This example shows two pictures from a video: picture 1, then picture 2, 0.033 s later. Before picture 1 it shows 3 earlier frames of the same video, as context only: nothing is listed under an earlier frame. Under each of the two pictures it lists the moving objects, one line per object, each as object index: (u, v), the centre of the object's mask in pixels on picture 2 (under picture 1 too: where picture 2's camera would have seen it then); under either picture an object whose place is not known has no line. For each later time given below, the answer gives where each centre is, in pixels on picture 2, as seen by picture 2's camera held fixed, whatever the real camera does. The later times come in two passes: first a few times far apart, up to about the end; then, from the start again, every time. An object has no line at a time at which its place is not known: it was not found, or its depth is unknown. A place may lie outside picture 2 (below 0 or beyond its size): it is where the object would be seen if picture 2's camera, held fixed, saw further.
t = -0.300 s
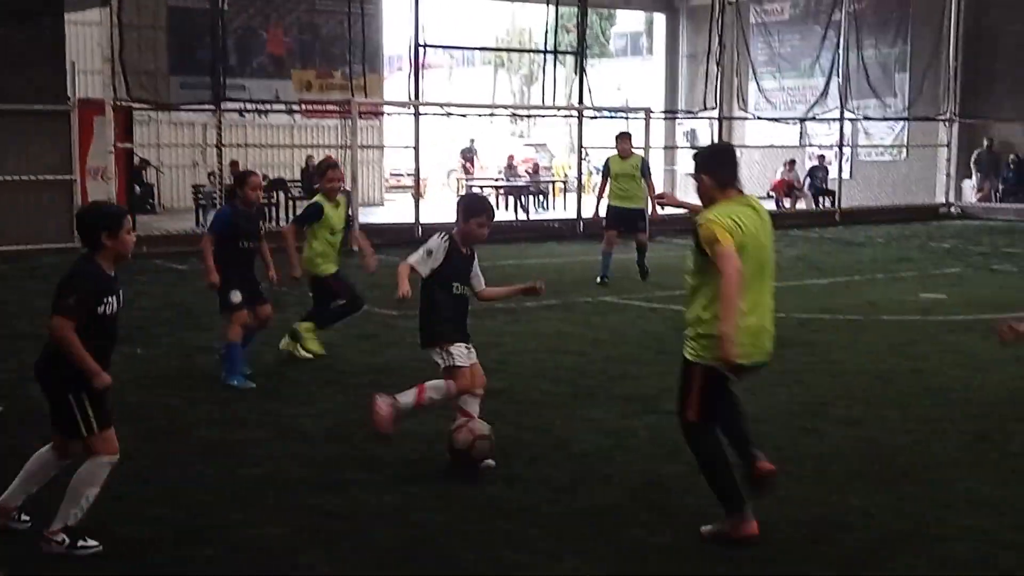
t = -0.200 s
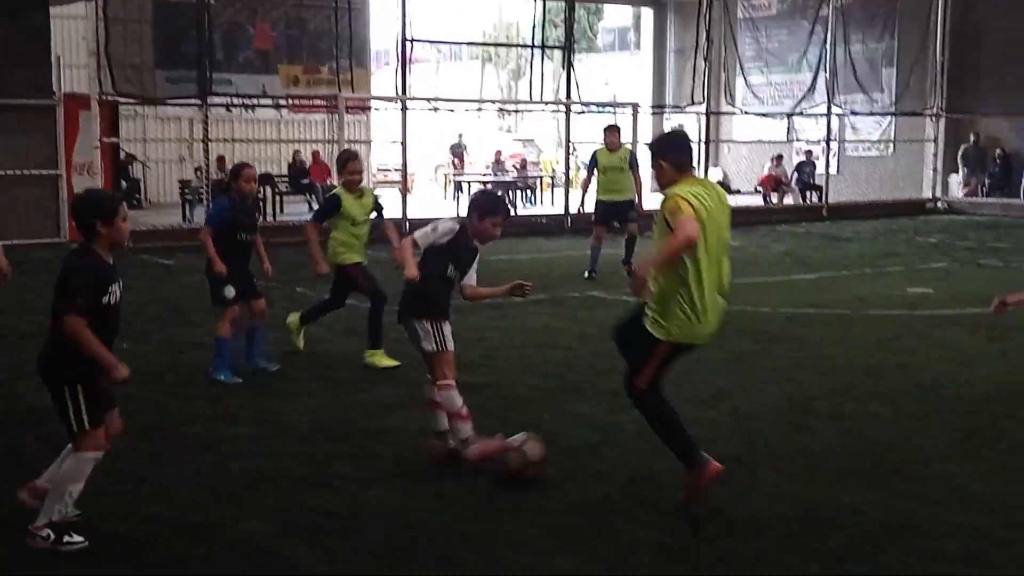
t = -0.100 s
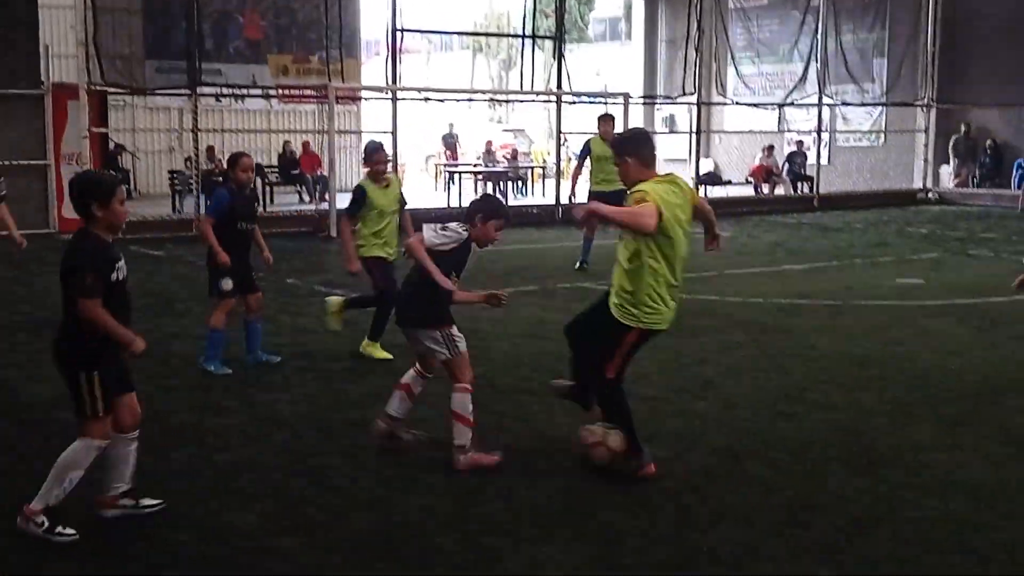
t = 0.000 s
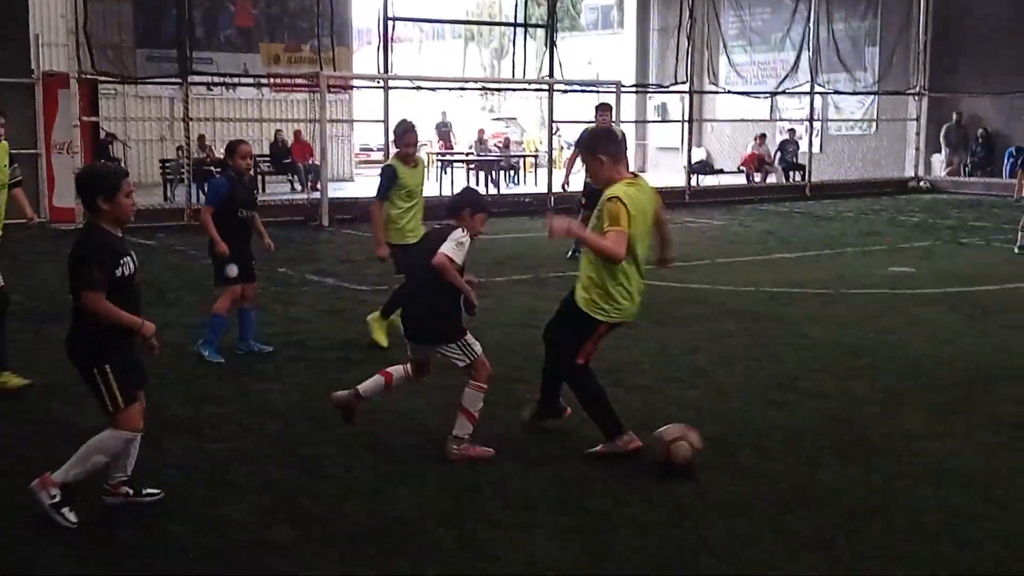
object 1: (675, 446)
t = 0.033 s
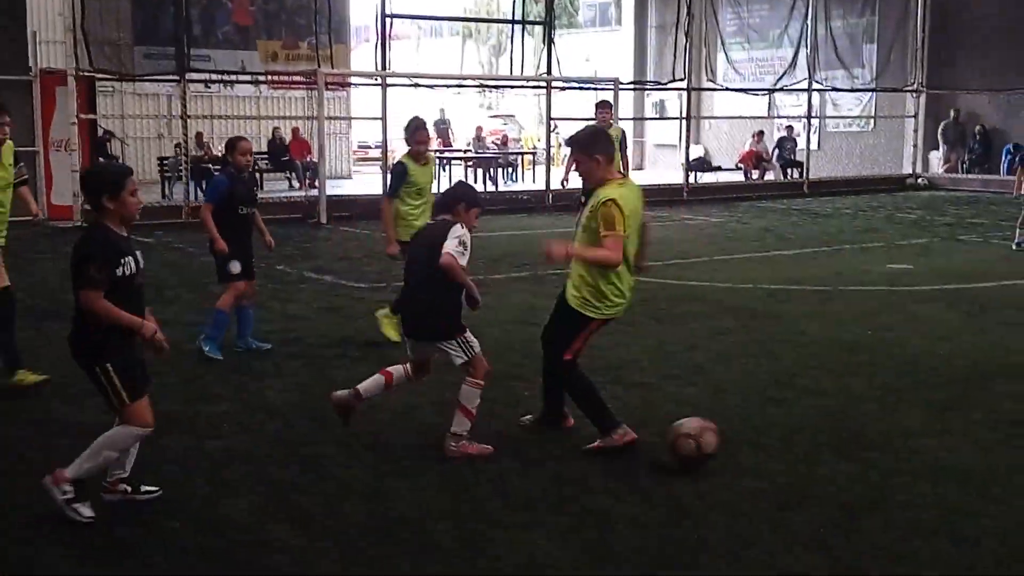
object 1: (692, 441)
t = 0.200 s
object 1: (792, 458)
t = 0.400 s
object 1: (883, 465)
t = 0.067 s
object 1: (715, 441)
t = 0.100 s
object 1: (735, 443)
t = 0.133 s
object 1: (753, 445)
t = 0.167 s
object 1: (773, 451)
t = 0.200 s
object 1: (792, 458)
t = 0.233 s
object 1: (808, 454)
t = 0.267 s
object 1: (823, 452)
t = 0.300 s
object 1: (838, 453)
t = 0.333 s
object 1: (853, 457)
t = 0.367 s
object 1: (867, 465)
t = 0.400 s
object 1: (883, 465)
